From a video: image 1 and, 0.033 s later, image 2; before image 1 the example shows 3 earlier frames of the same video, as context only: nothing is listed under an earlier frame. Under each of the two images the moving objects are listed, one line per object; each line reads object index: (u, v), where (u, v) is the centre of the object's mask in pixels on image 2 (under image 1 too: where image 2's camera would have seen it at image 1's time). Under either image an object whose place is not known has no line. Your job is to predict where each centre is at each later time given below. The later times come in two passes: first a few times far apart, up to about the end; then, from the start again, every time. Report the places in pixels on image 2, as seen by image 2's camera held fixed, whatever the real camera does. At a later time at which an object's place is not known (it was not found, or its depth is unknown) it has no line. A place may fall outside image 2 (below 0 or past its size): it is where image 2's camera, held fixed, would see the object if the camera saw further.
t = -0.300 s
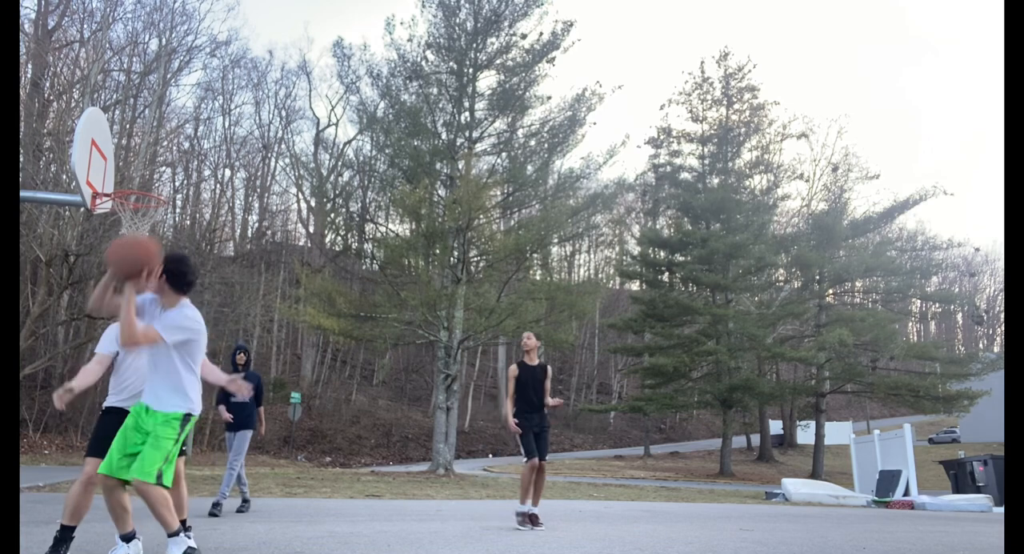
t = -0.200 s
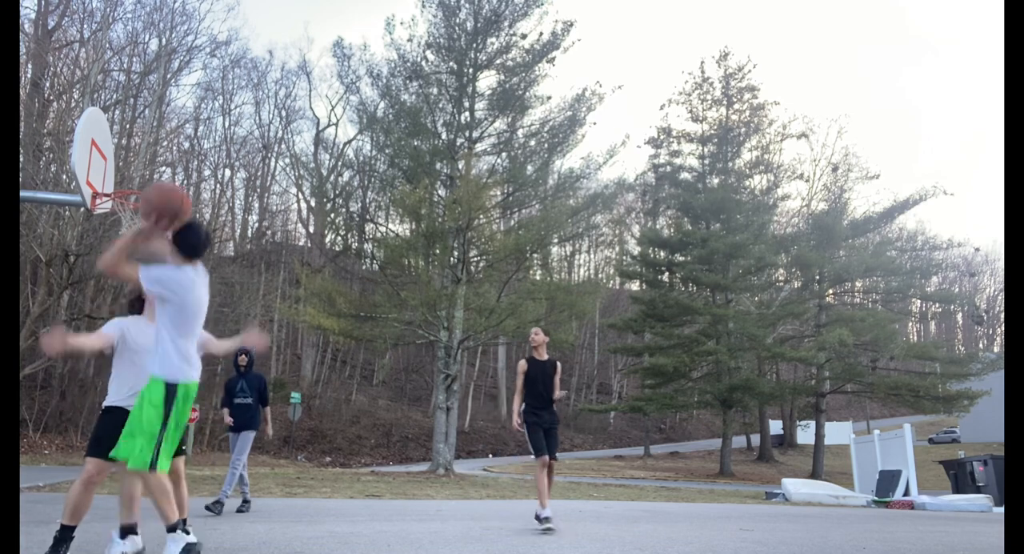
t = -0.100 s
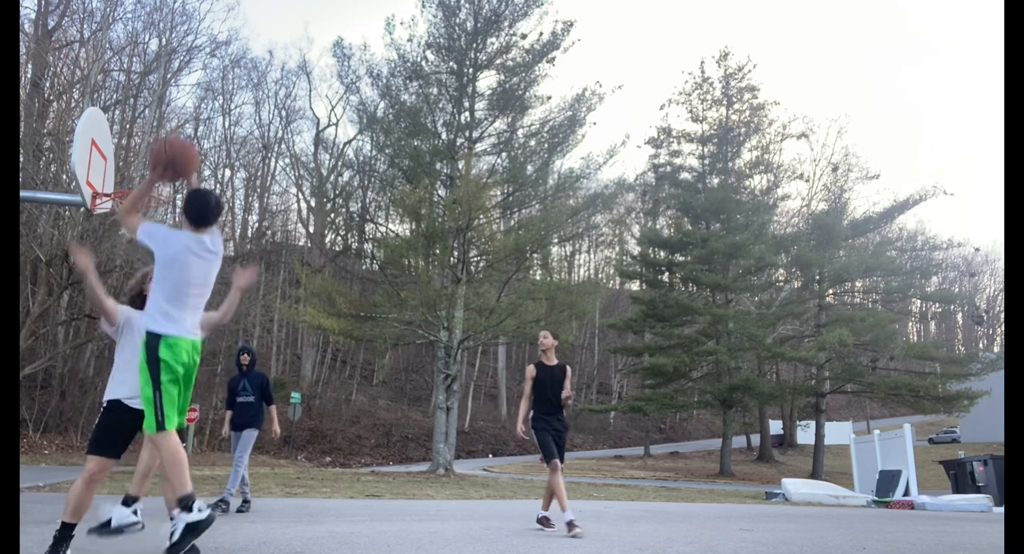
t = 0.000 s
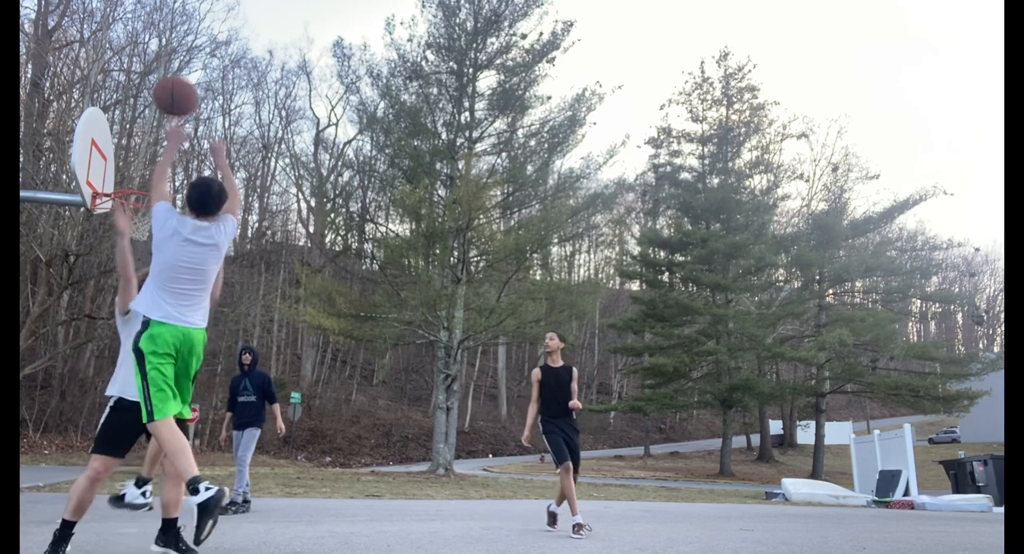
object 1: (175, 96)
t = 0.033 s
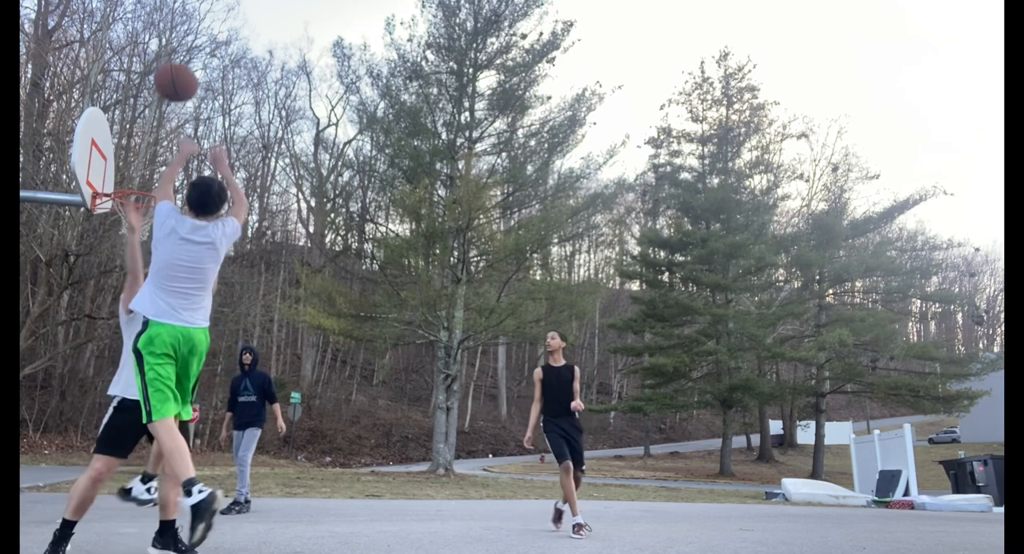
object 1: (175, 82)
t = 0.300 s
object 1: (171, 47)
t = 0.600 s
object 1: (161, 104)
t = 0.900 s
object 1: (139, 180)
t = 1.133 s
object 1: (116, 139)
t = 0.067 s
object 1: (175, 71)
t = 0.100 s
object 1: (175, 63)
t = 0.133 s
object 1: (175, 55)
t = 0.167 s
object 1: (174, 51)
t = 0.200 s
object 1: (174, 47)
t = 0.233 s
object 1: (173, 47)
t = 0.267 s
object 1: (171, 47)
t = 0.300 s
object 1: (171, 47)
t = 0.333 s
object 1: (170, 50)
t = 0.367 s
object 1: (169, 54)
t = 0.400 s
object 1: (168, 59)
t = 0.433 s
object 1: (167, 64)
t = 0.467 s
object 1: (165, 71)
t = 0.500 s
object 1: (165, 79)
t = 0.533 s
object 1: (164, 87)
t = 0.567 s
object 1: (162, 96)
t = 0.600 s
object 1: (161, 104)
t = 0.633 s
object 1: (159, 116)
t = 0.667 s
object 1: (157, 127)
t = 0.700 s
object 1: (156, 140)
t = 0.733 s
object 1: (154, 152)
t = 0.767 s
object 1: (152, 165)
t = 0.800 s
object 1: (150, 178)
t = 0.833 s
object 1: (148, 186)
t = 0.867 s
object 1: (143, 185)
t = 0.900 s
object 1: (139, 180)
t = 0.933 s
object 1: (130, 170)
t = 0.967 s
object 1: (123, 162)
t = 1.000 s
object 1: (116, 155)
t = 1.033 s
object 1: (109, 149)
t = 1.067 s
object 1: (109, 144)
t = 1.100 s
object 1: (114, 141)
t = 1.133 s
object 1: (116, 139)
